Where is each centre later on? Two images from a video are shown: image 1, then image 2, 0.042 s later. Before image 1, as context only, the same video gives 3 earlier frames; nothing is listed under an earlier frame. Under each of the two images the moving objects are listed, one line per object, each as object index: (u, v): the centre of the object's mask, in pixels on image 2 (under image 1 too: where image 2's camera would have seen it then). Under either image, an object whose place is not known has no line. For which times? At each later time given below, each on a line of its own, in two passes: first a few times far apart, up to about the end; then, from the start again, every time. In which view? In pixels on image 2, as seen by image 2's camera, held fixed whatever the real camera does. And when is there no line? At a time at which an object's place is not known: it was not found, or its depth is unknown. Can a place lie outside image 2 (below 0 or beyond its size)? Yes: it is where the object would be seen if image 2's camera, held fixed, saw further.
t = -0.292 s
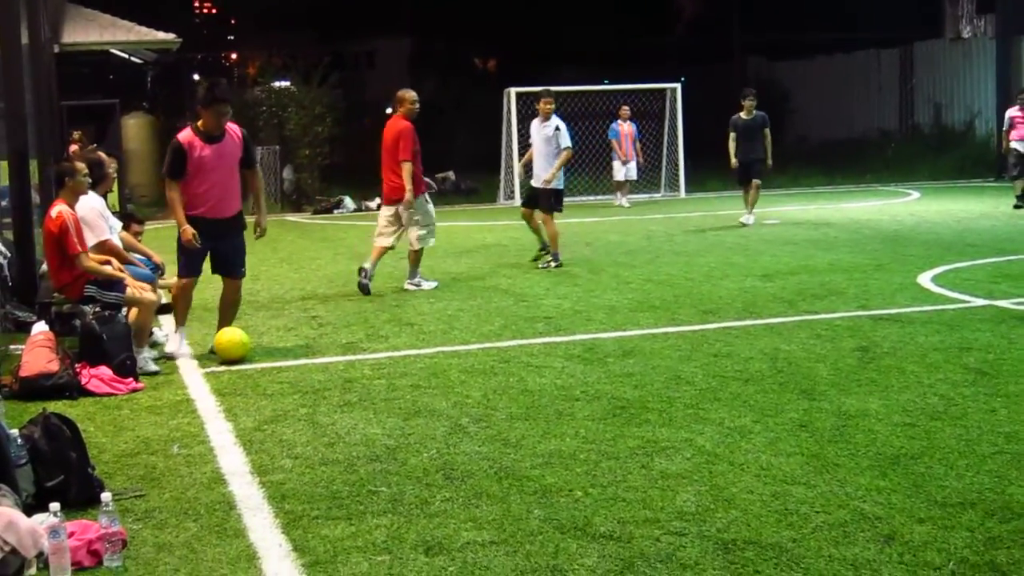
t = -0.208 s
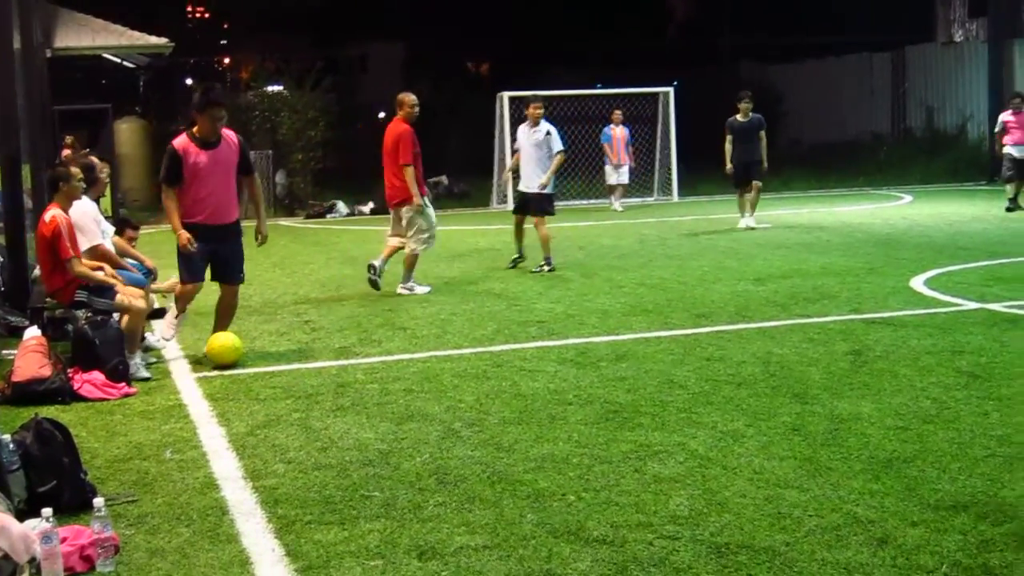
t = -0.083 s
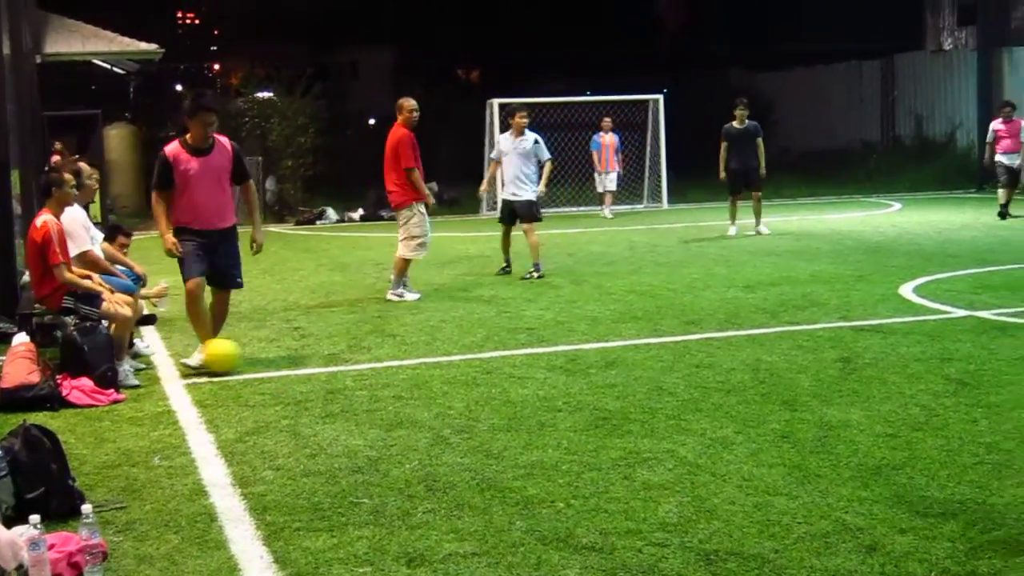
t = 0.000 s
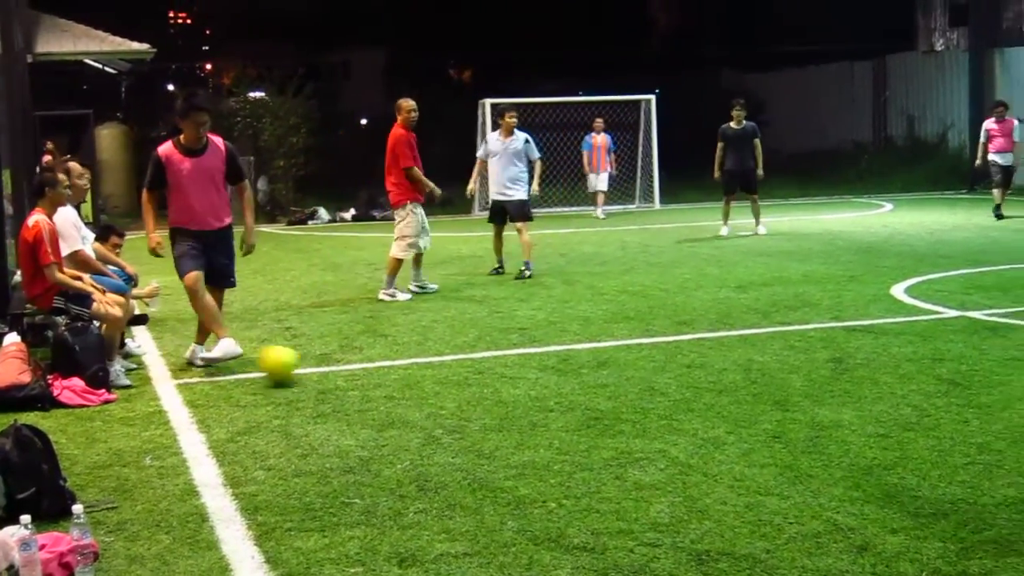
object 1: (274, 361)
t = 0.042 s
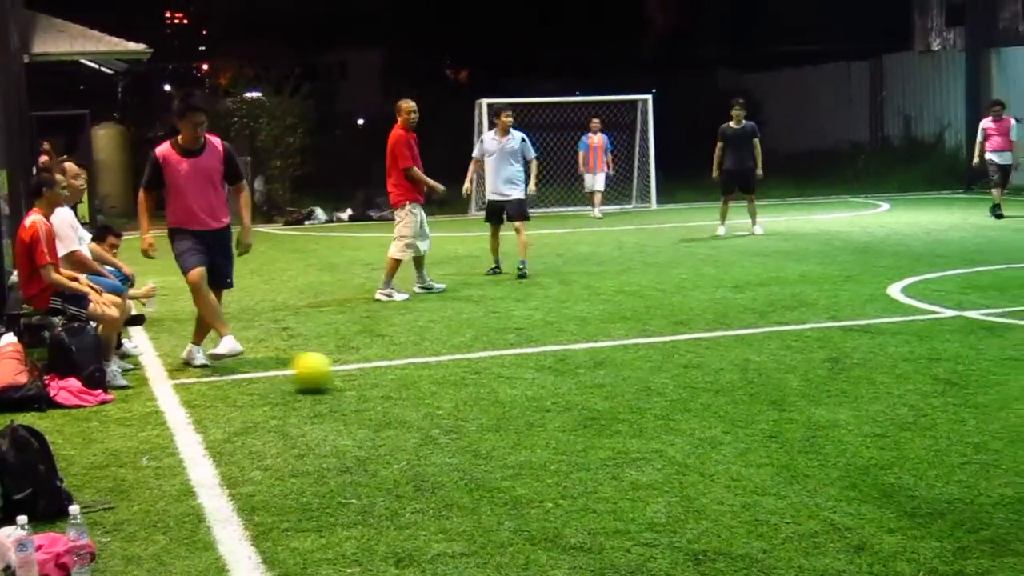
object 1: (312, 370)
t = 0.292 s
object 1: (519, 392)
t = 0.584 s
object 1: (775, 434)
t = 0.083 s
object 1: (343, 375)
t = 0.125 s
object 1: (380, 376)
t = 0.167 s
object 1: (415, 384)
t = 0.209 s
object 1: (453, 390)
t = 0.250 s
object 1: (485, 390)
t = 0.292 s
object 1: (519, 392)
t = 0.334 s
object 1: (554, 399)
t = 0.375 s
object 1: (592, 411)
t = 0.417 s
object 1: (626, 413)
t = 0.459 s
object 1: (661, 418)
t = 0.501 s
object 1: (699, 427)
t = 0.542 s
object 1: (735, 429)
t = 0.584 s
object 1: (775, 434)
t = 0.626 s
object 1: (815, 443)
